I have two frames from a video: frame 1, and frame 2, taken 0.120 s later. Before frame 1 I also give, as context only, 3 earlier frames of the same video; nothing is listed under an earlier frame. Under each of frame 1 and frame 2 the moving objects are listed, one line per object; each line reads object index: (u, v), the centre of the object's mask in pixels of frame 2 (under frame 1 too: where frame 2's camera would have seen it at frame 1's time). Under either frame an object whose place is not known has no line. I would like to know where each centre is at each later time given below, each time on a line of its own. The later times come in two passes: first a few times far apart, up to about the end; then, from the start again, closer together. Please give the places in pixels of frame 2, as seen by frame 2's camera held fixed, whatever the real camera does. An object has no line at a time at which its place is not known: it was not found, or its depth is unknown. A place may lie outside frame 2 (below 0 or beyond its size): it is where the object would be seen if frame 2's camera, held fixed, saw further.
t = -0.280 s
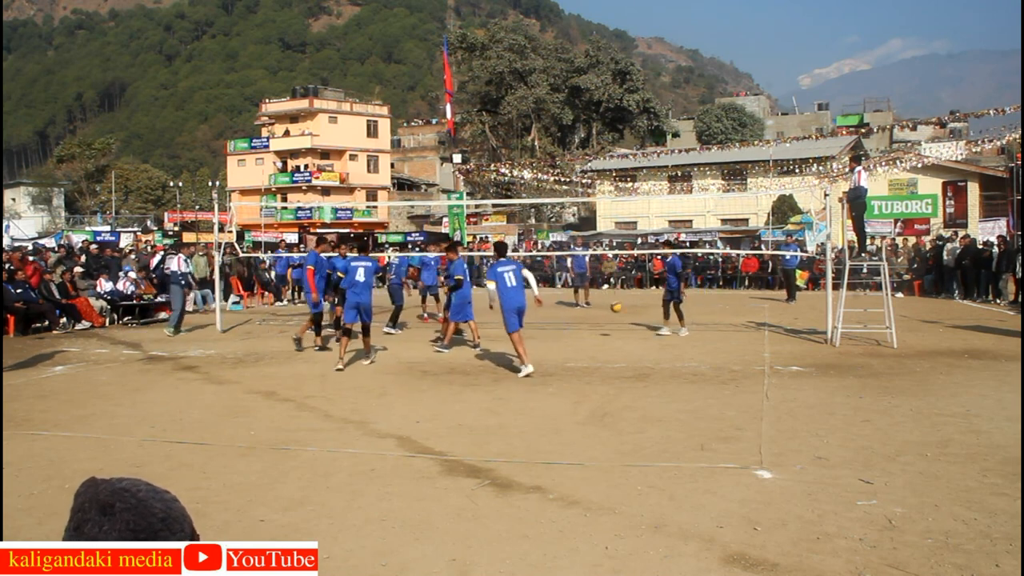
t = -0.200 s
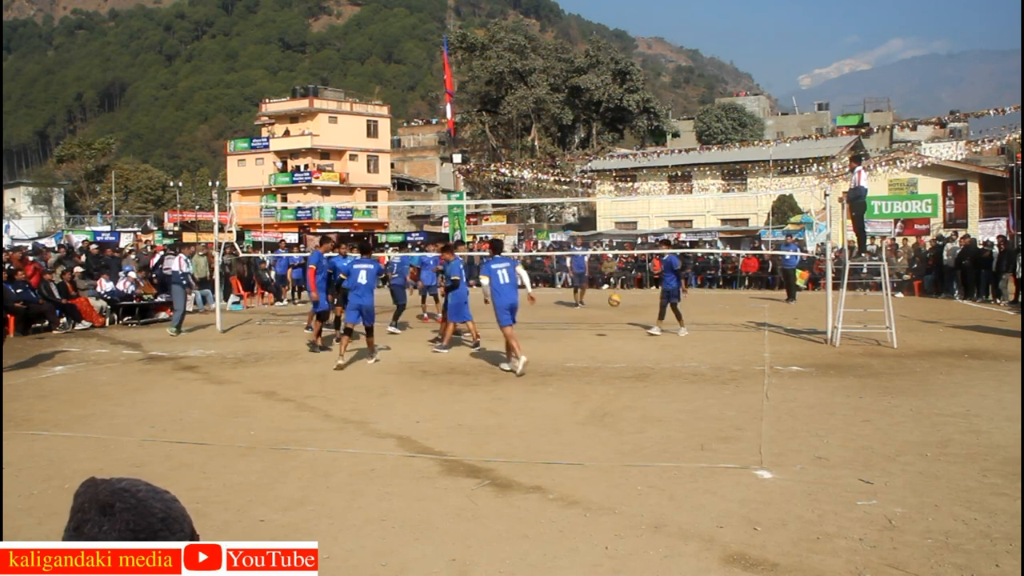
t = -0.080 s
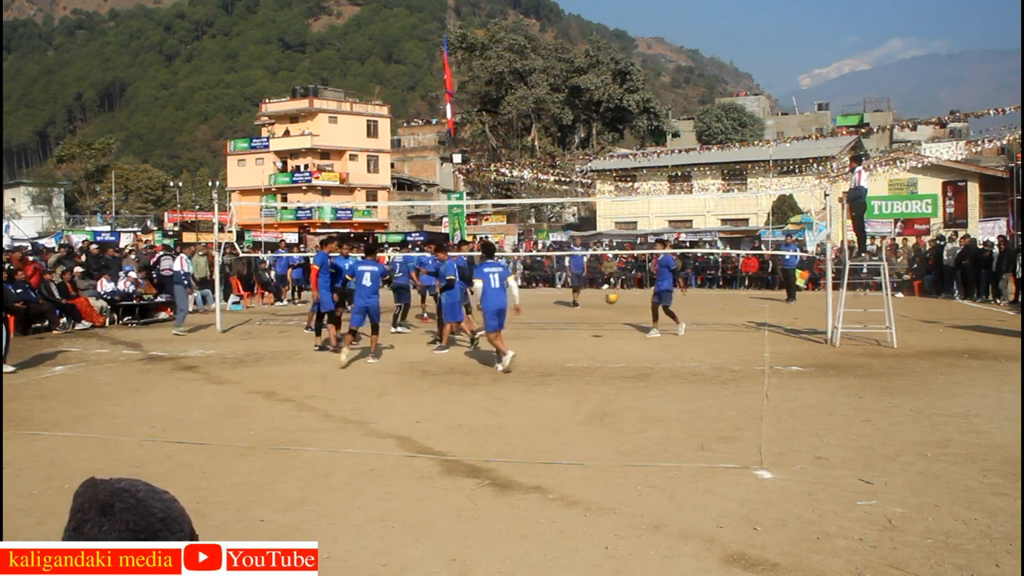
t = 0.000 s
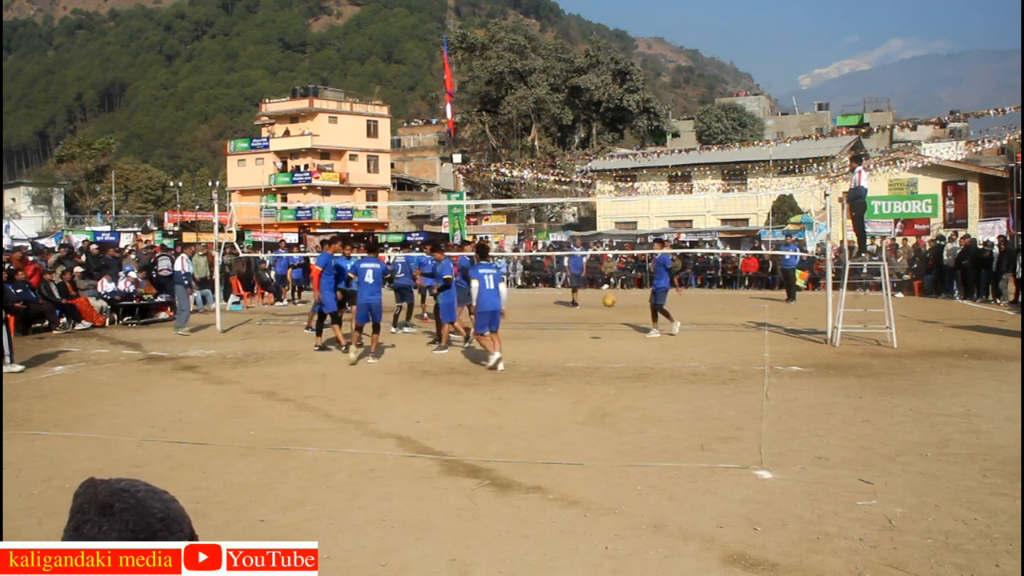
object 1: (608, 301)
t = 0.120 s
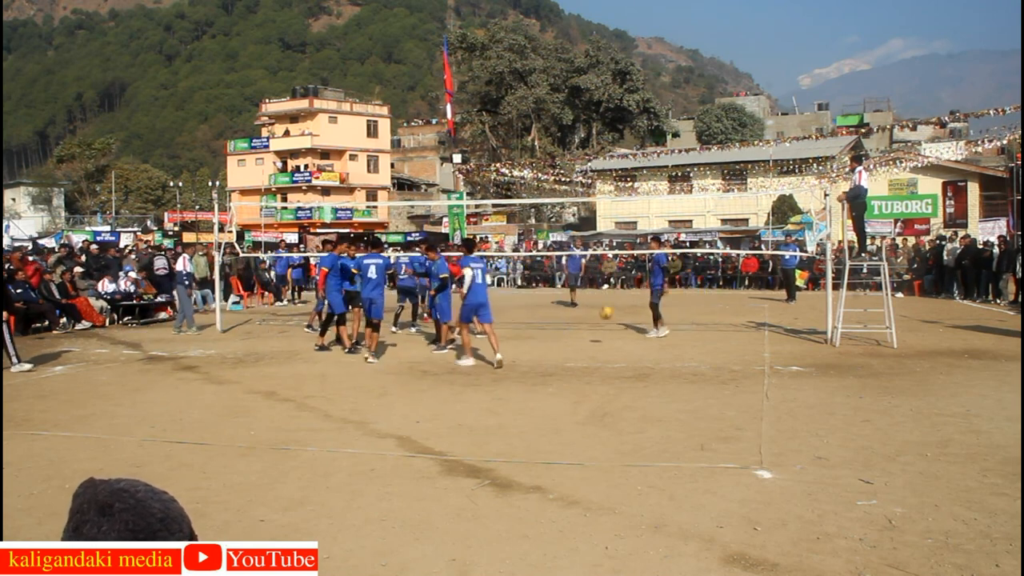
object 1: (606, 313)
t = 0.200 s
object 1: (602, 326)
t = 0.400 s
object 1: (599, 328)
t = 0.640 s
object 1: (594, 322)
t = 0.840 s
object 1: (590, 349)
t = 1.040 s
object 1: (586, 343)
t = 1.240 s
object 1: (581, 352)
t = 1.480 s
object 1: (575, 360)
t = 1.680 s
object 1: (570, 375)
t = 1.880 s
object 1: (564, 373)
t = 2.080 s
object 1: (558, 382)
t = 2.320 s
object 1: (551, 391)
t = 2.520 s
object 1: (545, 402)
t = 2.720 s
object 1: (540, 411)
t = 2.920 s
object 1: (534, 420)
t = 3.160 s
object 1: (526, 432)
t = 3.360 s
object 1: (518, 444)
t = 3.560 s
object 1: (510, 456)
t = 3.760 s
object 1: (502, 470)
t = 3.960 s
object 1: (490, 484)
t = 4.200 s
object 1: (475, 503)
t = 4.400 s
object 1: (460, 522)
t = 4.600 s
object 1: (445, 542)
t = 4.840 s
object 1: (424, 561)
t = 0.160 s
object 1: (605, 319)
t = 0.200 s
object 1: (602, 326)
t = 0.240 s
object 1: (603, 334)
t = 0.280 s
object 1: (601, 344)
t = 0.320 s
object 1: (601, 337)
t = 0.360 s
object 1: (600, 332)
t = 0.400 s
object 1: (599, 328)
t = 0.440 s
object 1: (597, 325)
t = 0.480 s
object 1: (597, 322)
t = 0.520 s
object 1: (597, 322)
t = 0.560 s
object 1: (596, 320)
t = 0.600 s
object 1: (595, 321)
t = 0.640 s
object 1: (594, 322)
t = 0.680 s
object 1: (593, 326)
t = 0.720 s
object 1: (593, 329)
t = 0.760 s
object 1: (592, 335)
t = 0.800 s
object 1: (591, 340)
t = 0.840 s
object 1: (590, 349)
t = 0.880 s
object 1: (589, 355)
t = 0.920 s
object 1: (588, 351)
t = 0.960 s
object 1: (587, 347)
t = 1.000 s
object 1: (587, 345)
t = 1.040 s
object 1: (586, 343)
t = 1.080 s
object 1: (585, 341)
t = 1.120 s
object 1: (584, 342)
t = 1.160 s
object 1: (583, 344)
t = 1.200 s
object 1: (582, 347)
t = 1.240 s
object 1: (581, 352)
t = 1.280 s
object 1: (580, 357)
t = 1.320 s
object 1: (579, 364)
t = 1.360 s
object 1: (578, 367)
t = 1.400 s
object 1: (577, 363)
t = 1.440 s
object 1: (576, 361)
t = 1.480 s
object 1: (575, 360)
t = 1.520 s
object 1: (574, 360)
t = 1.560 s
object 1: (573, 362)
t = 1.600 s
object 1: (572, 365)
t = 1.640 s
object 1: (571, 369)
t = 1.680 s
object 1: (570, 375)
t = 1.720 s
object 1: (569, 375)
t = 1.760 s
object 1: (568, 373)
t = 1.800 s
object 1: (566, 372)
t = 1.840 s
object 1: (566, 372)
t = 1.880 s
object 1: (564, 373)
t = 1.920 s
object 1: (563, 378)
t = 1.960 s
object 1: (561, 382)
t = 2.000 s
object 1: (560, 383)
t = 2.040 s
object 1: (559, 381)
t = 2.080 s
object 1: (558, 382)
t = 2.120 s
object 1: (557, 383)
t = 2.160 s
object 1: (556, 387)
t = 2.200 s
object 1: (554, 390)
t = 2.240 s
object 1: (553, 390)
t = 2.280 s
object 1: (552, 390)
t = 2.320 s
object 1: (551, 391)
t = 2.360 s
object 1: (551, 394)
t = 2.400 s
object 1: (549, 396)
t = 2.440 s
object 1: (548, 398)
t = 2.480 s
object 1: (547, 399)
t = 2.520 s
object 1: (545, 402)
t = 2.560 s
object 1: (544, 403)
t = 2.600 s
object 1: (543, 404)
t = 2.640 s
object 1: (542, 407)
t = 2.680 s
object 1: (541, 408)
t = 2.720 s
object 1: (540, 411)
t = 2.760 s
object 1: (538, 413)
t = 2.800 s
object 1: (538, 415)
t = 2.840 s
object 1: (536, 417)
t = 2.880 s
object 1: (535, 418)
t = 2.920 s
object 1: (534, 420)
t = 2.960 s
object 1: (533, 421)
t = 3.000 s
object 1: (531, 424)
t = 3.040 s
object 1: (530, 426)
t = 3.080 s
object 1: (529, 428)
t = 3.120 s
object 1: (527, 430)
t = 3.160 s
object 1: (526, 432)
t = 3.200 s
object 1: (524, 434)
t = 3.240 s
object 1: (523, 436)
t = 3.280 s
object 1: (521, 440)
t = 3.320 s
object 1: (519, 441)
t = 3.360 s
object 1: (518, 444)
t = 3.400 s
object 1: (516, 446)
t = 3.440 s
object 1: (515, 449)
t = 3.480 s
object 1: (514, 451)
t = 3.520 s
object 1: (512, 454)
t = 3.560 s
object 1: (510, 456)
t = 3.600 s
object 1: (509, 459)
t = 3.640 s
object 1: (507, 461)
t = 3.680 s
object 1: (505, 465)
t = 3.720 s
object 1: (503, 467)
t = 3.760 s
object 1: (502, 470)
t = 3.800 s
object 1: (500, 472)
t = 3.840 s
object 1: (498, 475)
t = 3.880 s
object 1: (496, 478)
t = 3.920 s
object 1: (493, 480)
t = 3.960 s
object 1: (490, 484)
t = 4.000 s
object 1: (488, 487)
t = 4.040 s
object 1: (486, 490)
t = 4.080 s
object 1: (483, 493)
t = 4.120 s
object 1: (481, 497)
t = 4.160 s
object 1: (477, 500)
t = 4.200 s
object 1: (475, 503)
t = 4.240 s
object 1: (472, 507)
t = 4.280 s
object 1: (469, 510)
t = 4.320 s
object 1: (466, 514)
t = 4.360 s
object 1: (463, 518)
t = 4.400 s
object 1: (460, 522)
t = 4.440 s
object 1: (457, 525)
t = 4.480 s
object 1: (455, 529)
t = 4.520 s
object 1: (452, 535)
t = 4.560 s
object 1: (448, 537)
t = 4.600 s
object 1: (445, 542)
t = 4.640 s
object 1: (441, 547)
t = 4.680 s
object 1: (438, 550)
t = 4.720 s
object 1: (434, 556)
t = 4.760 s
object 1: (431, 558)
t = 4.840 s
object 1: (424, 561)
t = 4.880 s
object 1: (420, 565)
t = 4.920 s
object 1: (416, 567)
